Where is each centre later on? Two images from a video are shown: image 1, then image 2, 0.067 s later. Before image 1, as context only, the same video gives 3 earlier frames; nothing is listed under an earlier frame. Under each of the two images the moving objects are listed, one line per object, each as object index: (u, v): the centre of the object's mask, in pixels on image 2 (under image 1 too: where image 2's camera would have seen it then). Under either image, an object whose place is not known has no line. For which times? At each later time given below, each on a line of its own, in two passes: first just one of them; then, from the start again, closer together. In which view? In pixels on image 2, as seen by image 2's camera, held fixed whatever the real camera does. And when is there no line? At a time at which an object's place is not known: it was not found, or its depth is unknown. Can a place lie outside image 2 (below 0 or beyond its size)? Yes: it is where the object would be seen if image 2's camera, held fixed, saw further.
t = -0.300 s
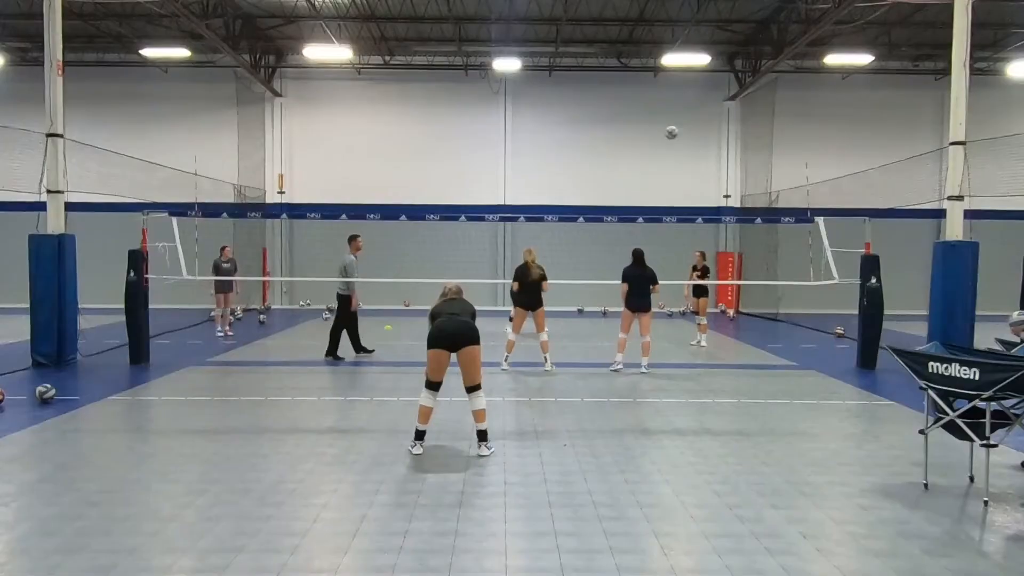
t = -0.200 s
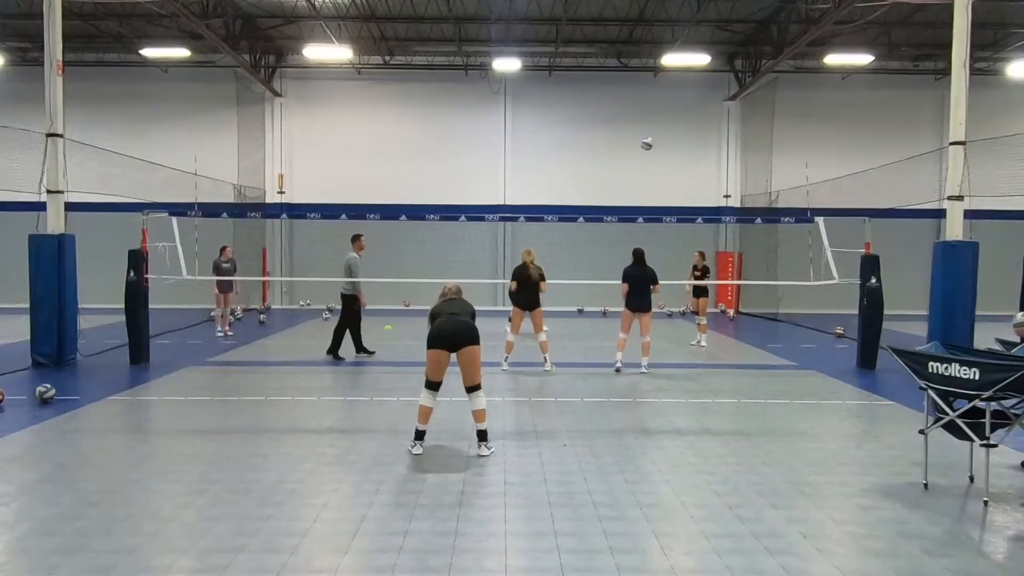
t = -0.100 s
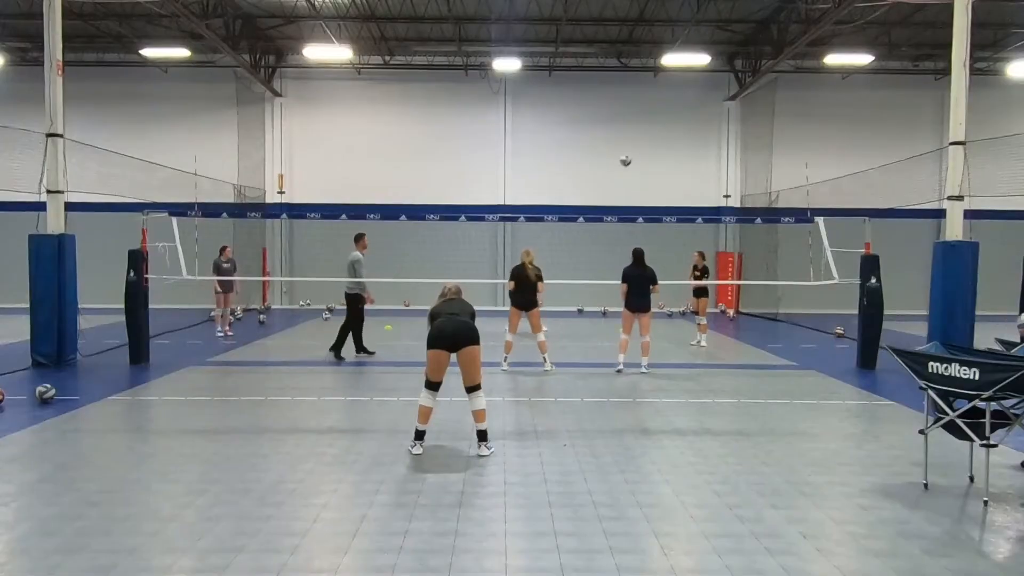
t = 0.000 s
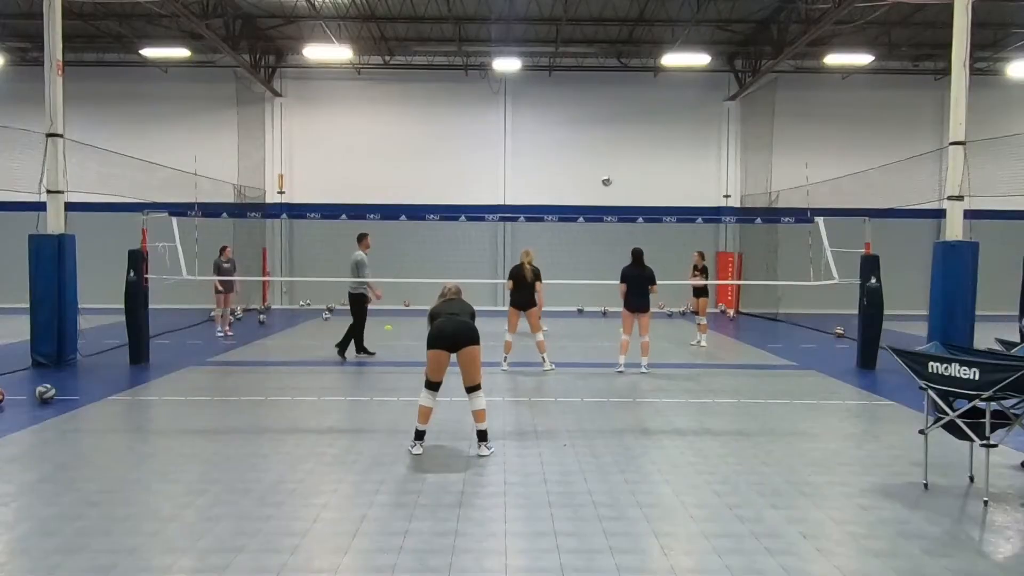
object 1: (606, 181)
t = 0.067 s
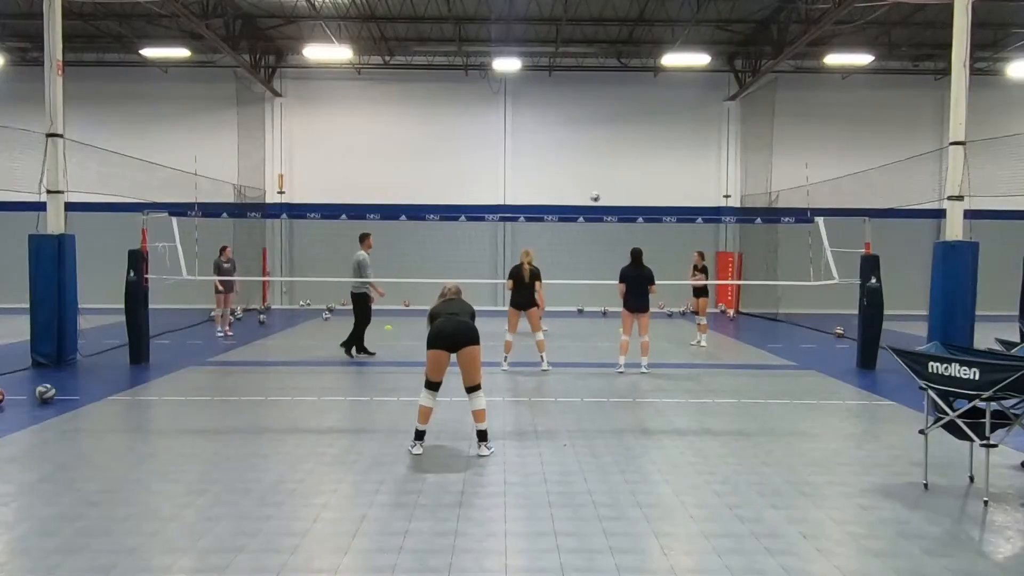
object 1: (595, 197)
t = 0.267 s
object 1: (565, 250)
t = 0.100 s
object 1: (590, 206)
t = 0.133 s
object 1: (584, 211)
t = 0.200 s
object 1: (574, 231)
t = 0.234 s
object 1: (569, 240)
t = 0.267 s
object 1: (565, 250)
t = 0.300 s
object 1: (560, 260)
